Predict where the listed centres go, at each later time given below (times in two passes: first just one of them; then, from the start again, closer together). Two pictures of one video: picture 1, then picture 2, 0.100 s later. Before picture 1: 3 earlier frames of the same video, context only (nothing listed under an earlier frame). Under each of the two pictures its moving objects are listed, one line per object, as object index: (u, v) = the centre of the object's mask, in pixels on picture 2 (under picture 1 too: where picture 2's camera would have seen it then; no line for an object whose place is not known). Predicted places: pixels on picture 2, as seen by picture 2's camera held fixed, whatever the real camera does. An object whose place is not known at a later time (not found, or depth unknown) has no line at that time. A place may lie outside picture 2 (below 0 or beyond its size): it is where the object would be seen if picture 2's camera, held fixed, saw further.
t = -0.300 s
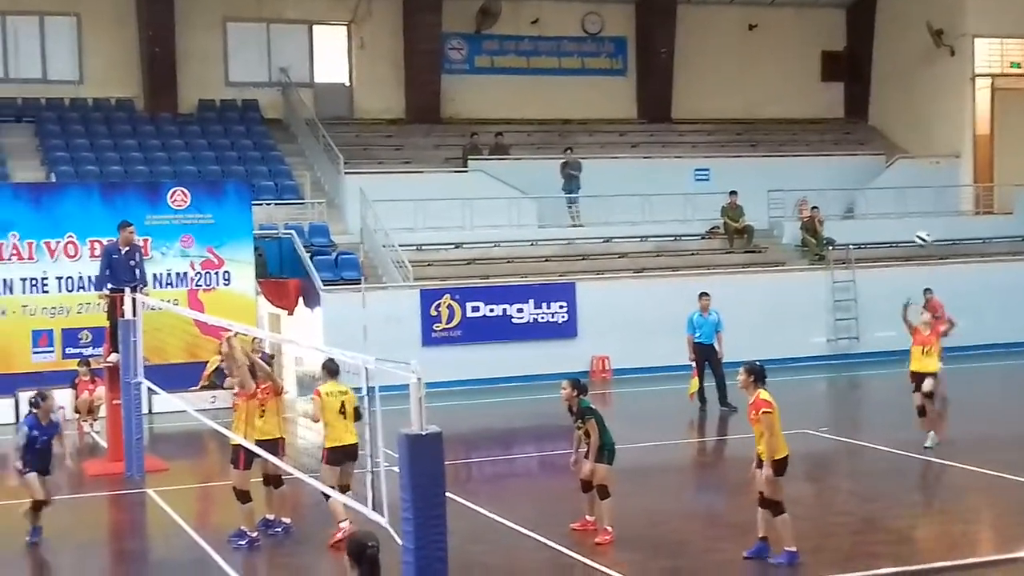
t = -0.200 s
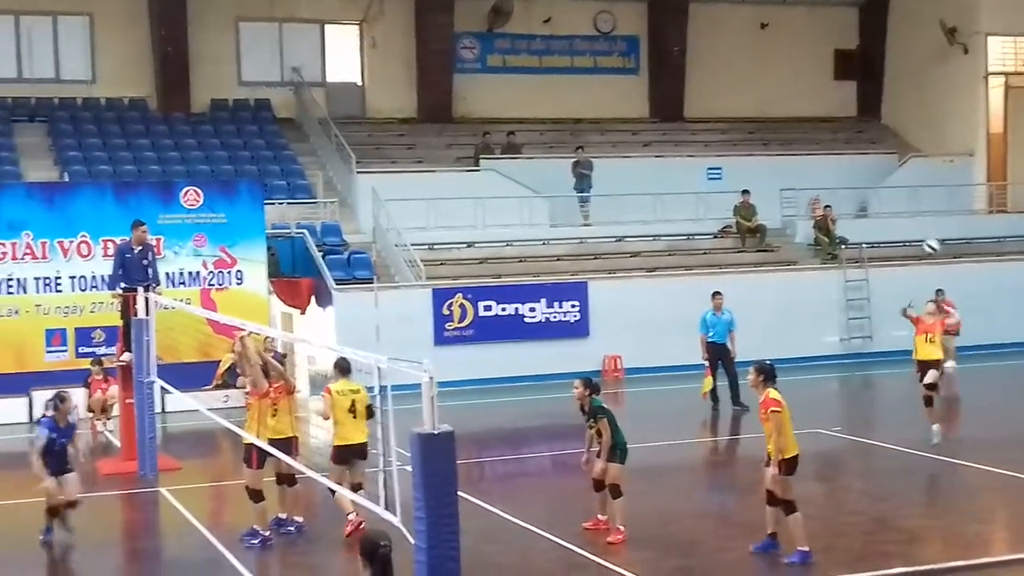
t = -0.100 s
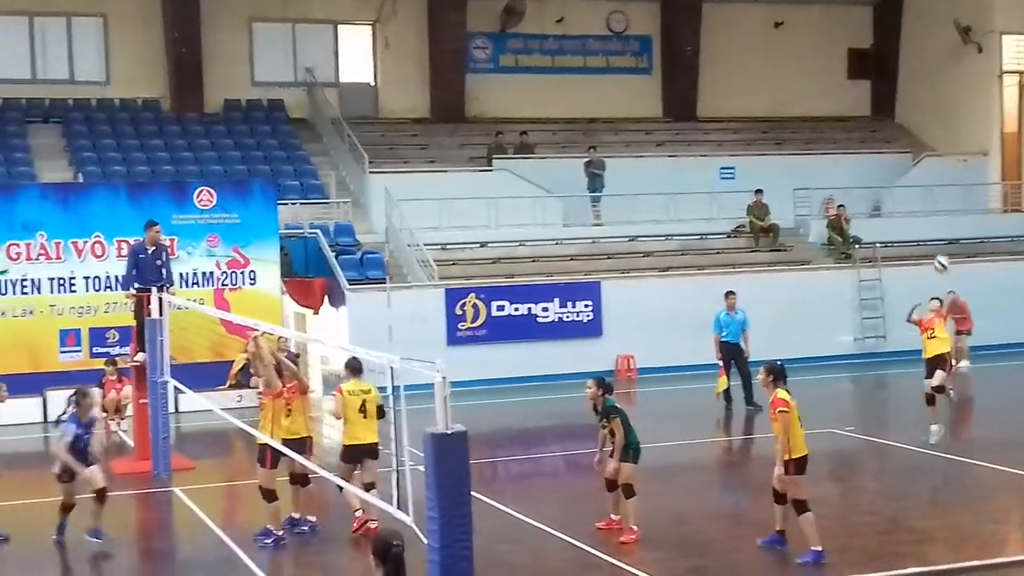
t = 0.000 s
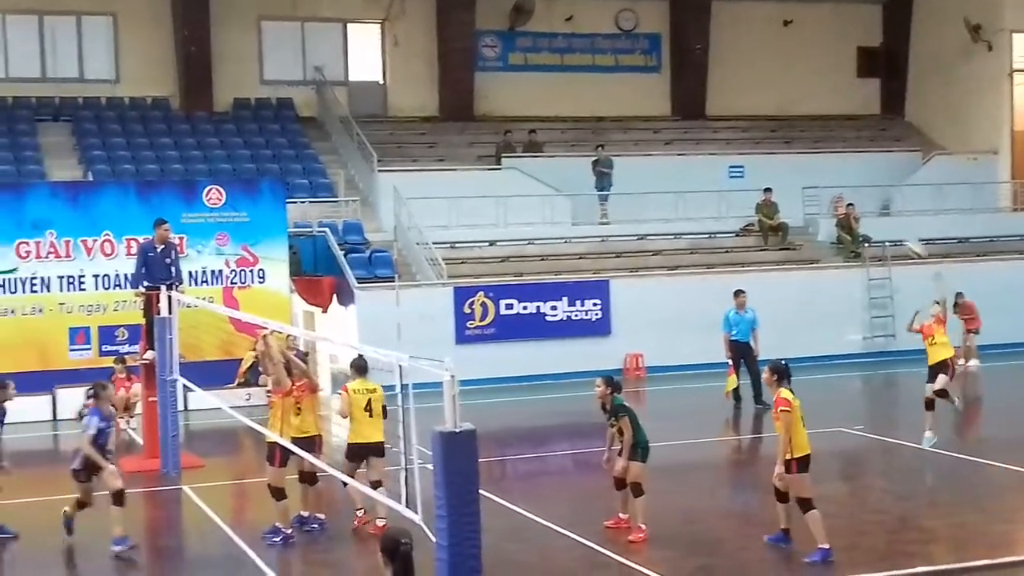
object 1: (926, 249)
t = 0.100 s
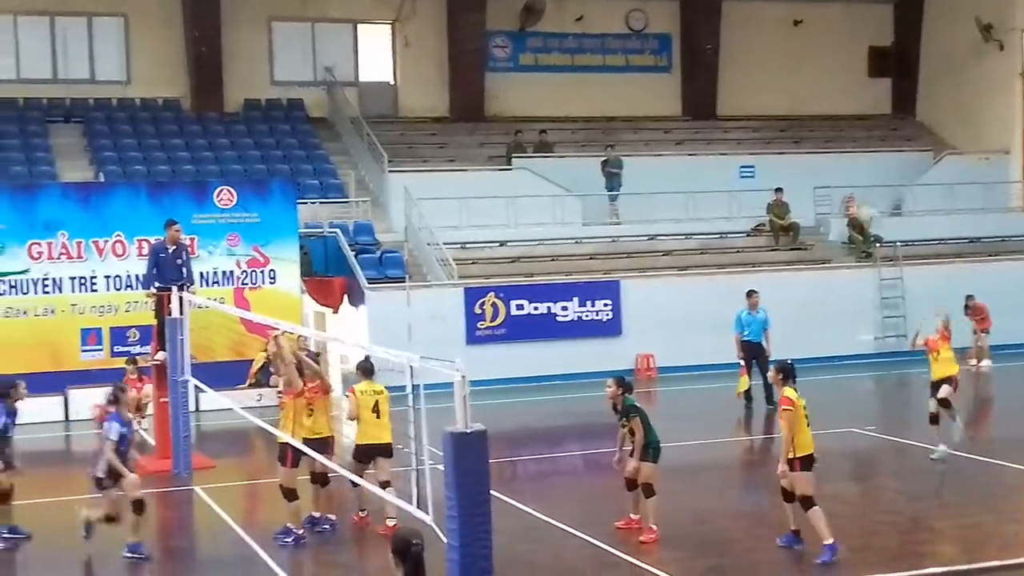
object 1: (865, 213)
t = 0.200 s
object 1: (806, 187)
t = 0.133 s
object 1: (848, 208)
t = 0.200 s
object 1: (806, 187)
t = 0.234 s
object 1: (784, 178)
